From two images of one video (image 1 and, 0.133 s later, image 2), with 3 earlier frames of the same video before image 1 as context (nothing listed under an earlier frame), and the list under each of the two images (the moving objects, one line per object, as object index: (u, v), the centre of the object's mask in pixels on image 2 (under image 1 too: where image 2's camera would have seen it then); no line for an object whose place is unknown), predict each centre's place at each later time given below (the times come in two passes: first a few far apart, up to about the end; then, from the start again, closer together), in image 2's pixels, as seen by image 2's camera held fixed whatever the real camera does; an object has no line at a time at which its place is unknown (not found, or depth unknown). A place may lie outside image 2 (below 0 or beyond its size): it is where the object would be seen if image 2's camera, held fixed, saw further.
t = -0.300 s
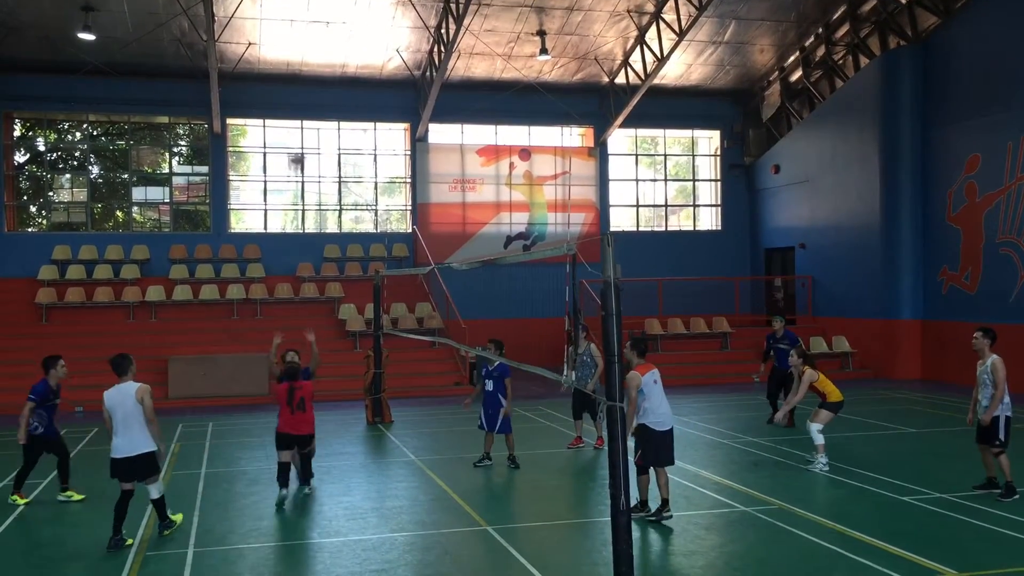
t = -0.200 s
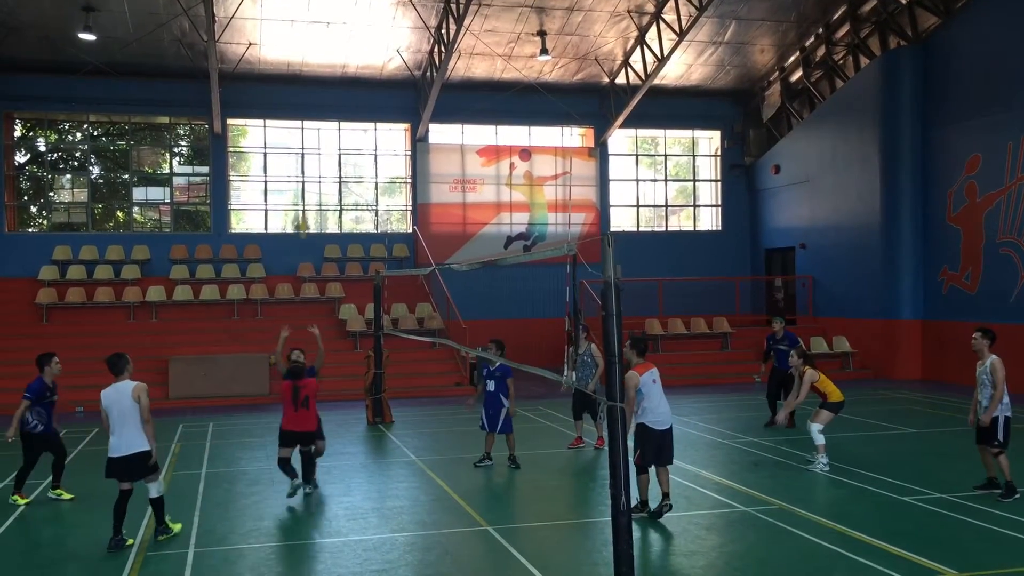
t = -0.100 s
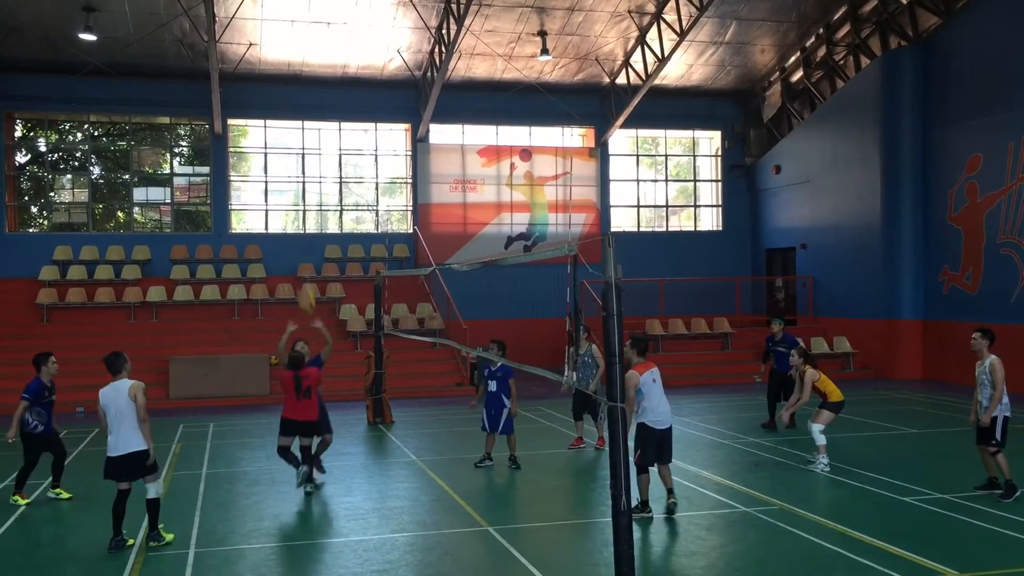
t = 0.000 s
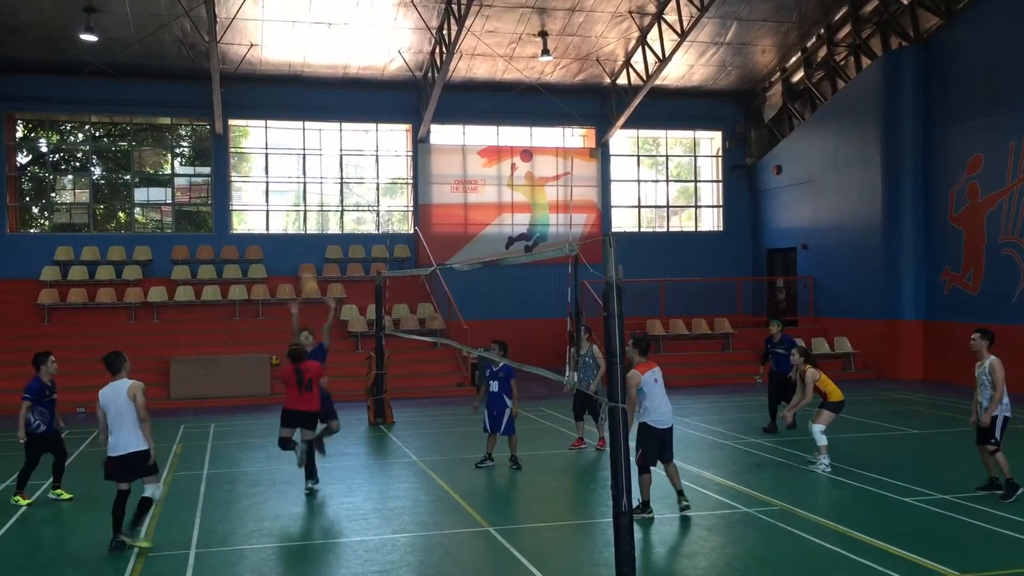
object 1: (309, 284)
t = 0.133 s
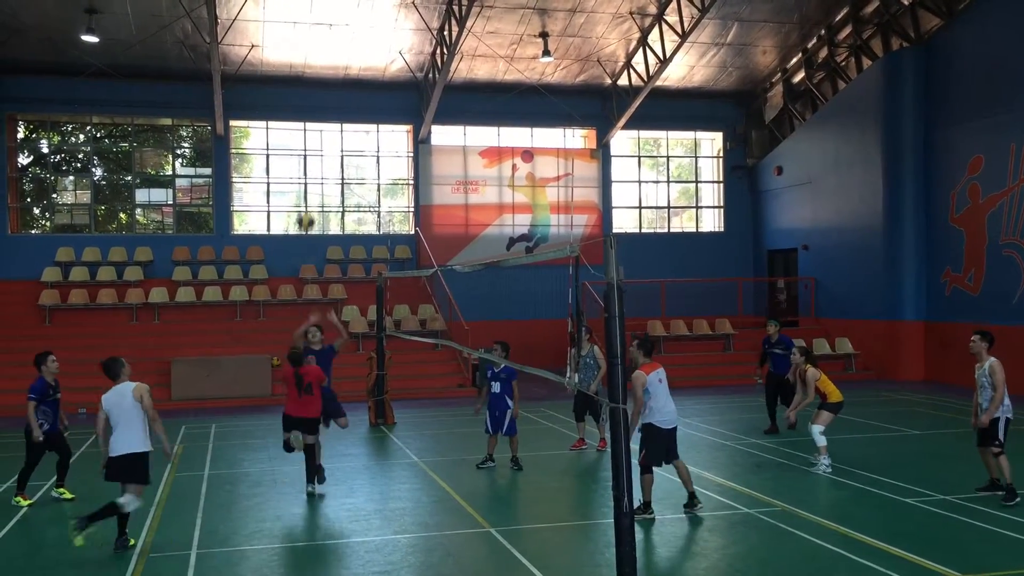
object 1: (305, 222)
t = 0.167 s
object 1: (304, 206)
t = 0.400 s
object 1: (298, 128)
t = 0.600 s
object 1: (292, 99)
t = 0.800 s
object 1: (286, 108)
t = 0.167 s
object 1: (304, 206)
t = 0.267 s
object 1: (302, 168)
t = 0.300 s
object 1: (301, 158)
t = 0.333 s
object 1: (300, 147)
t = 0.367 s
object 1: (299, 138)
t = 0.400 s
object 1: (298, 128)
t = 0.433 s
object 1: (296, 120)
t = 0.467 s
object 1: (296, 114)
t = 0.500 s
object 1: (295, 108)
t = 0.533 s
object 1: (294, 104)
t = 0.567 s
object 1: (293, 101)
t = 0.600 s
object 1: (292, 99)
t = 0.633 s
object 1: (291, 98)
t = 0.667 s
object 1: (290, 98)
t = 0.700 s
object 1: (290, 99)
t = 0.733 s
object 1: (289, 101)
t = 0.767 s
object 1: (288, 105)
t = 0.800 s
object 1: (286, 108)
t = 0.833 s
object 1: (285, 115)
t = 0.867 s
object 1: (284, 123)
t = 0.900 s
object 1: (283, 133)
